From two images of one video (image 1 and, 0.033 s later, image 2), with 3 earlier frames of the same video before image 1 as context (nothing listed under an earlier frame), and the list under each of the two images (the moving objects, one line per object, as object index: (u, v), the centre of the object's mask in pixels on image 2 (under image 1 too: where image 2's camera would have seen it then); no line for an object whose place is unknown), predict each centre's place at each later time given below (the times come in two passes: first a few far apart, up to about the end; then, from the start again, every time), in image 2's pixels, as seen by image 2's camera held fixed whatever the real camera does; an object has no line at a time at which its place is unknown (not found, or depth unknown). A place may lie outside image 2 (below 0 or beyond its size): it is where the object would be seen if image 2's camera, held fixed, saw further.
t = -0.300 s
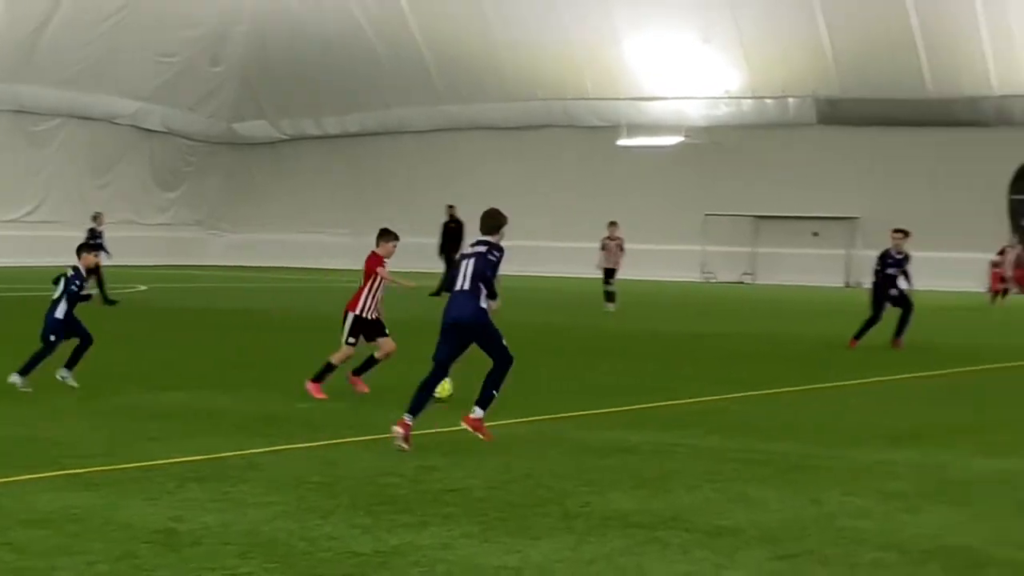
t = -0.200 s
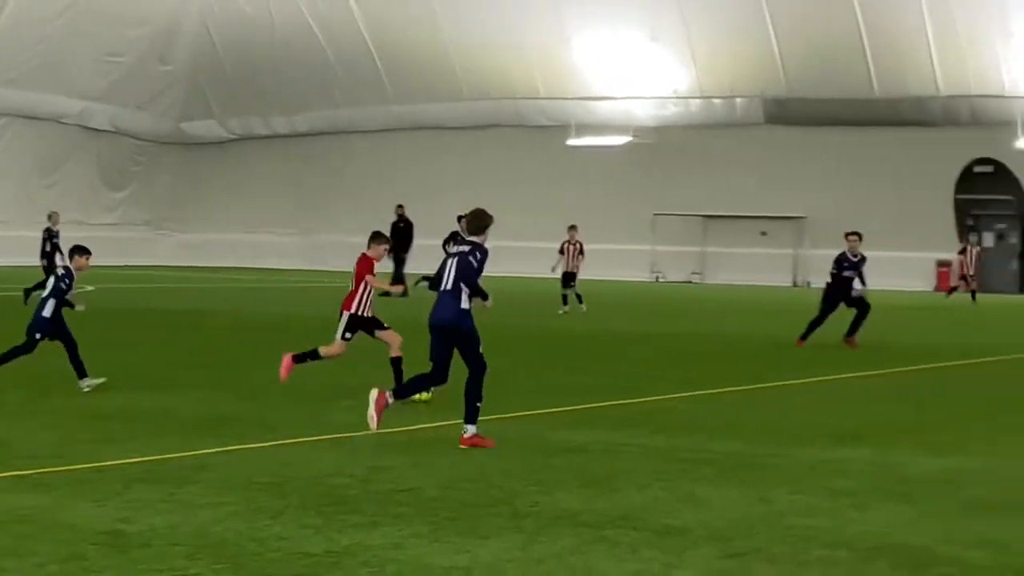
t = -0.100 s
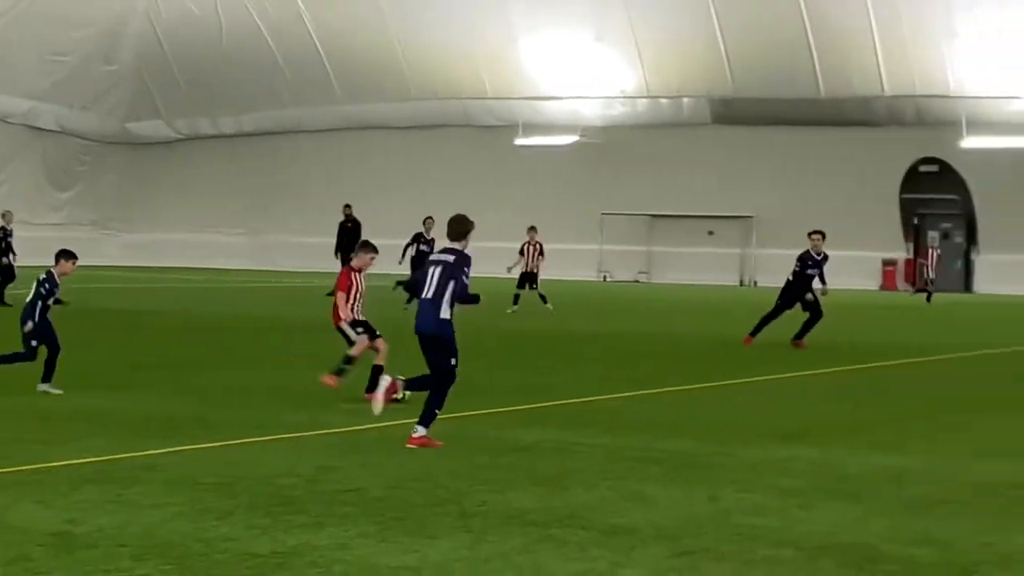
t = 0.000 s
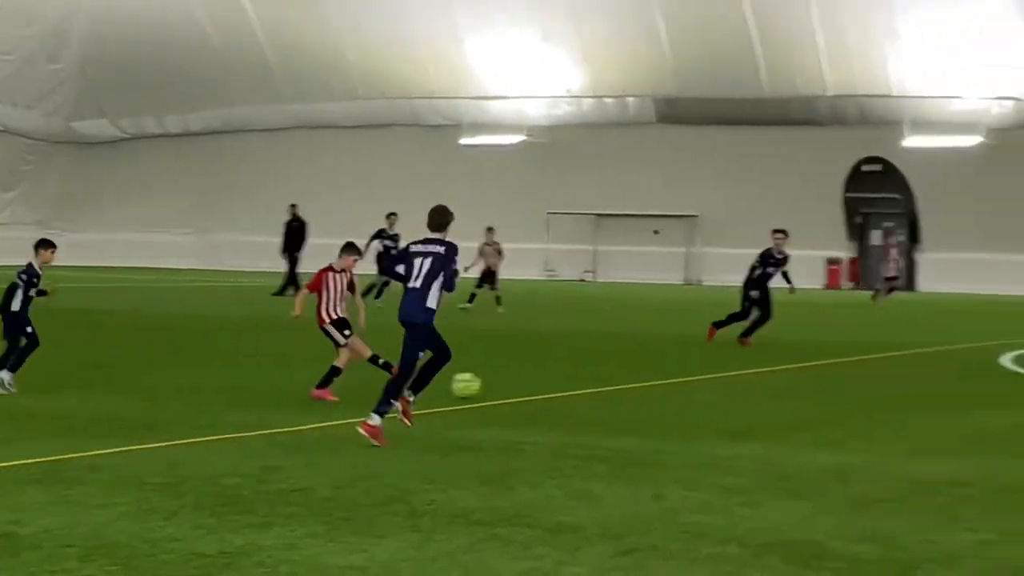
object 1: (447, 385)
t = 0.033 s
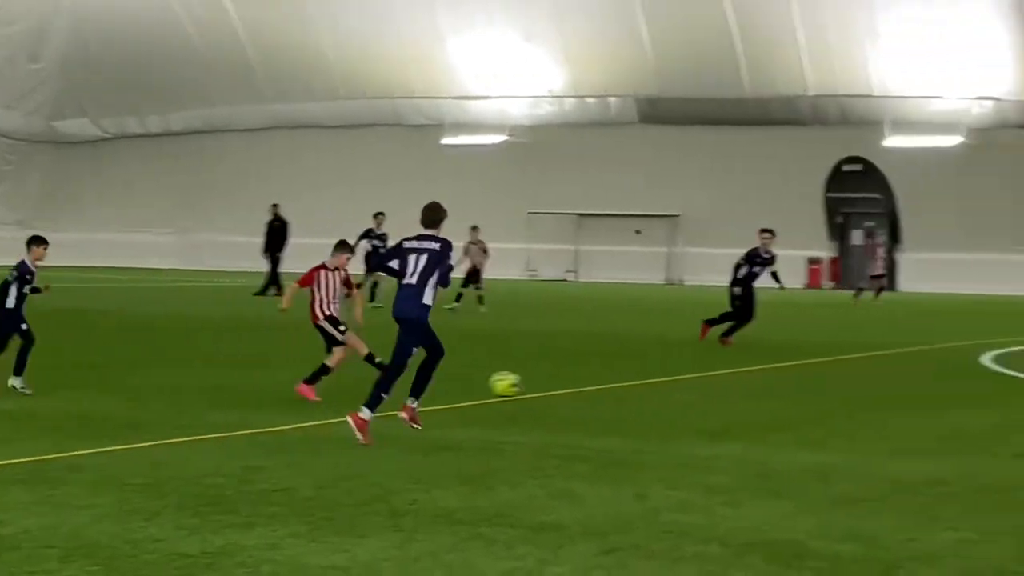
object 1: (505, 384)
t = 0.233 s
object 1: (827, 385)
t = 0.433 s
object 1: (1101, 383)
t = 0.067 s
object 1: (563, 384)
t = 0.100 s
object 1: (621, 386)
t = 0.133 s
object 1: (675, 388)
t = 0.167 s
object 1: (726, 384)
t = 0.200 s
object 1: (777, 384)
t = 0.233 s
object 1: (827, 385)
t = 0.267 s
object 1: (876, 386)
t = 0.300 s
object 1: (924, 388)
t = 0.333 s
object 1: (969, 384)
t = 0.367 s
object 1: (1012, 383)
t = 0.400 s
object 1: (1057, 381)
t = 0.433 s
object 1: (1101, 383)
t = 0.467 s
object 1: (1145, 386)
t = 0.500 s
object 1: (1189, 391)
